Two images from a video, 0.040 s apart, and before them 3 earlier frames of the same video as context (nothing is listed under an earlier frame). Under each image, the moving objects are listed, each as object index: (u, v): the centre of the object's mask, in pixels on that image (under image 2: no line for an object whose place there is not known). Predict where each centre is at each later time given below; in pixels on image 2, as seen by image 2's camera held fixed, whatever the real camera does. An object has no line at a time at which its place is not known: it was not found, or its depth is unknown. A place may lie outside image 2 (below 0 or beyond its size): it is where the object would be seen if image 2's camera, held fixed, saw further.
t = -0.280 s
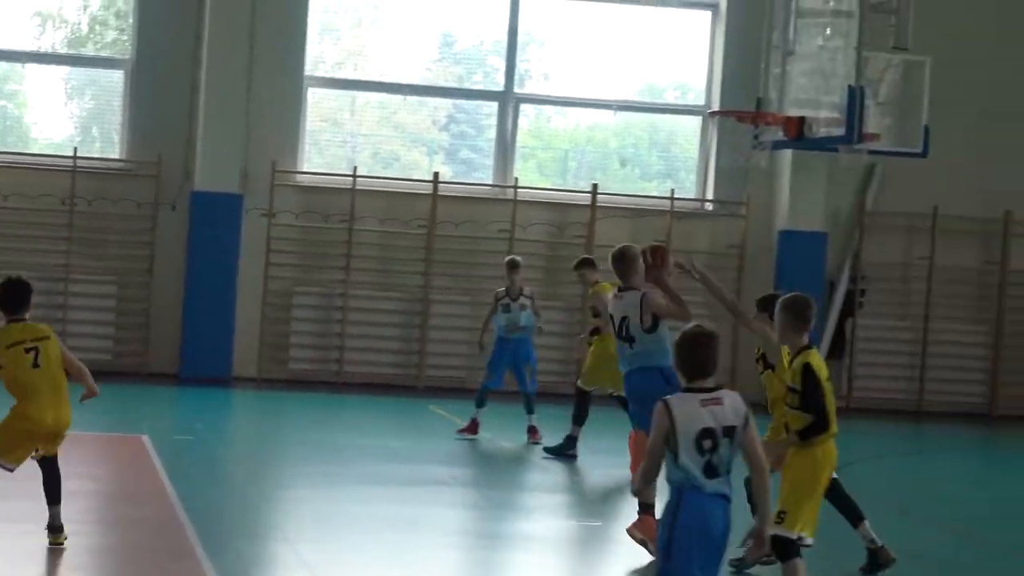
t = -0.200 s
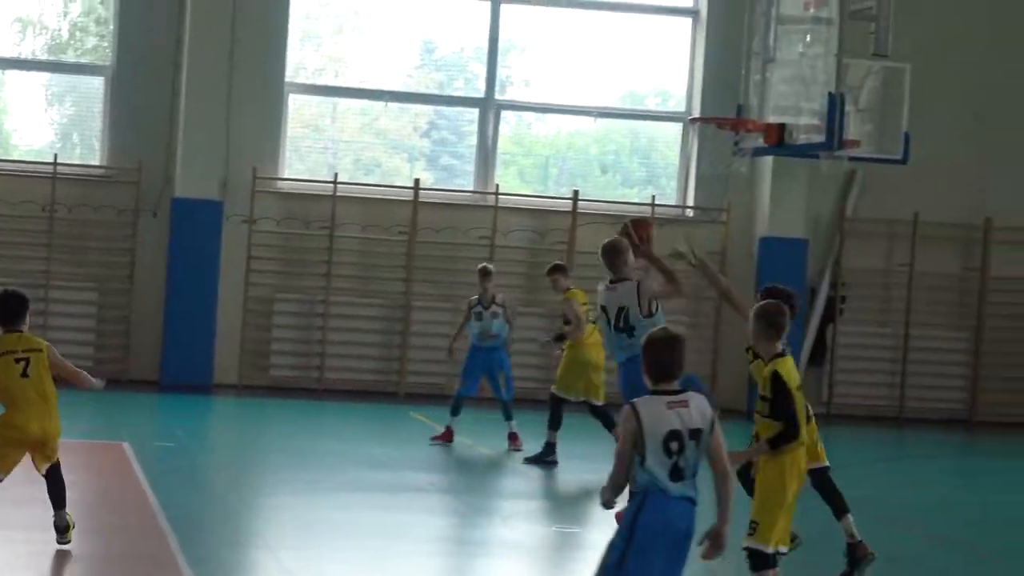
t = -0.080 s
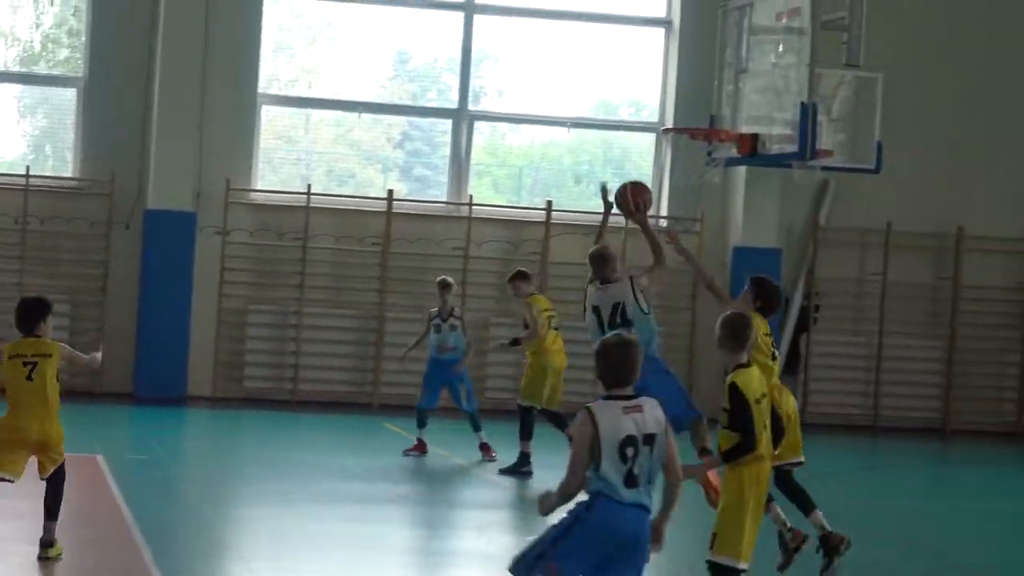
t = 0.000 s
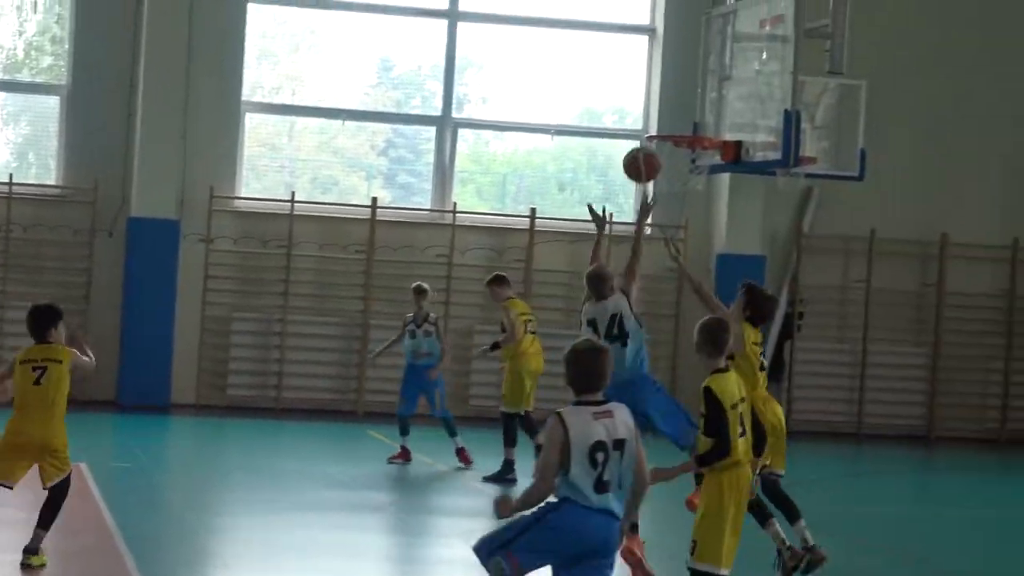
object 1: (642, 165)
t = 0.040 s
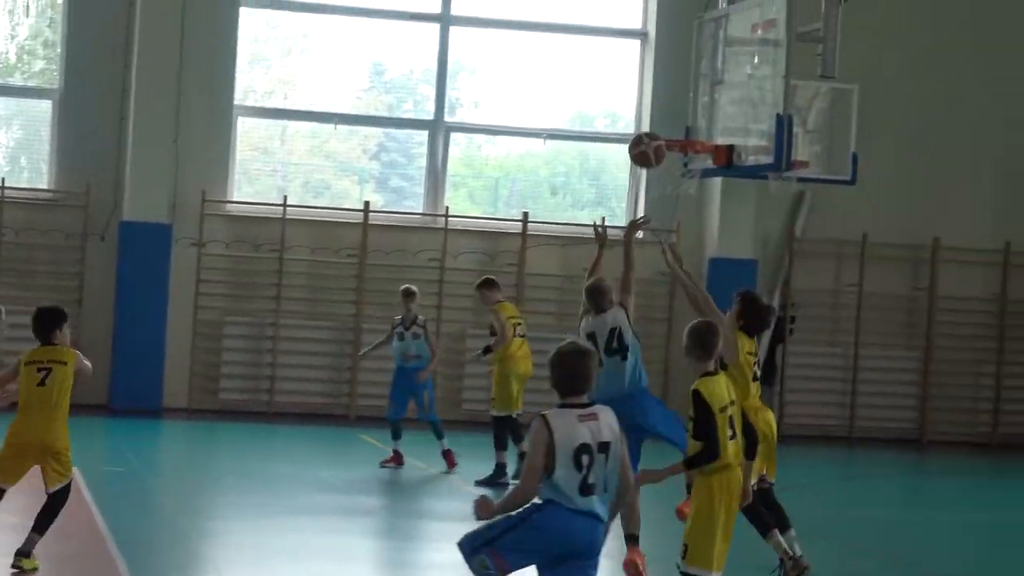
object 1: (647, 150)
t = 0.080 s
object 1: (659, 133)
